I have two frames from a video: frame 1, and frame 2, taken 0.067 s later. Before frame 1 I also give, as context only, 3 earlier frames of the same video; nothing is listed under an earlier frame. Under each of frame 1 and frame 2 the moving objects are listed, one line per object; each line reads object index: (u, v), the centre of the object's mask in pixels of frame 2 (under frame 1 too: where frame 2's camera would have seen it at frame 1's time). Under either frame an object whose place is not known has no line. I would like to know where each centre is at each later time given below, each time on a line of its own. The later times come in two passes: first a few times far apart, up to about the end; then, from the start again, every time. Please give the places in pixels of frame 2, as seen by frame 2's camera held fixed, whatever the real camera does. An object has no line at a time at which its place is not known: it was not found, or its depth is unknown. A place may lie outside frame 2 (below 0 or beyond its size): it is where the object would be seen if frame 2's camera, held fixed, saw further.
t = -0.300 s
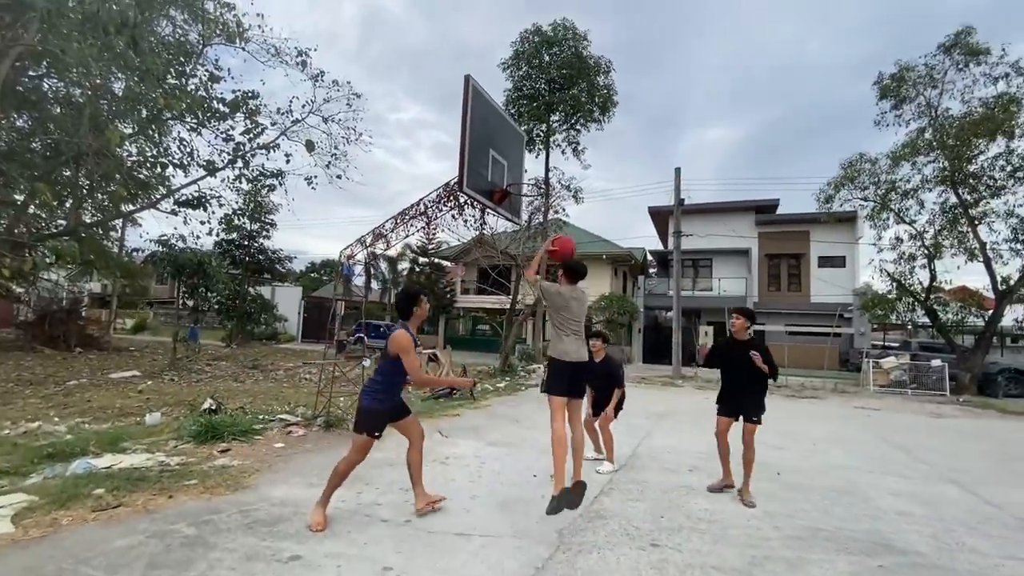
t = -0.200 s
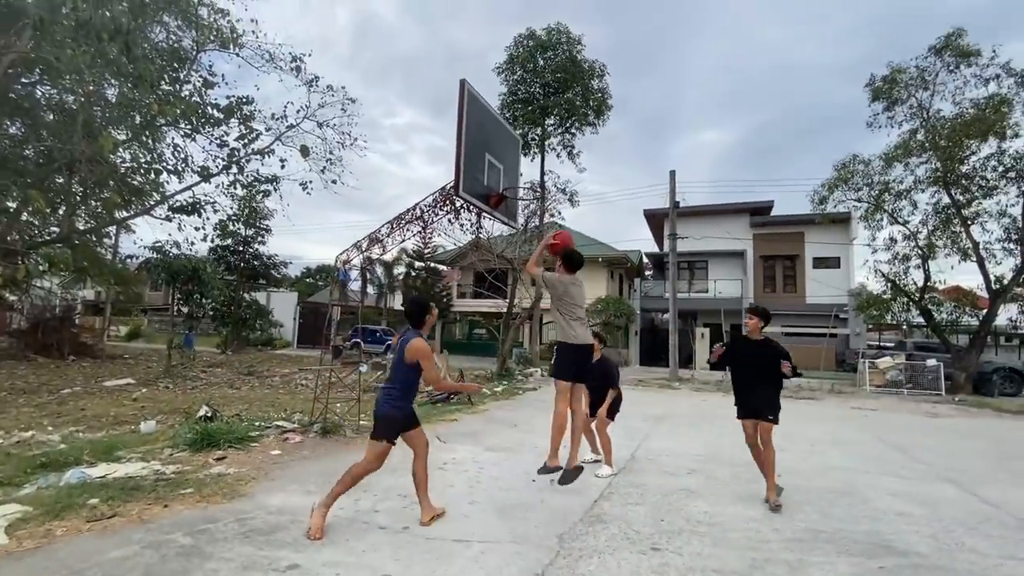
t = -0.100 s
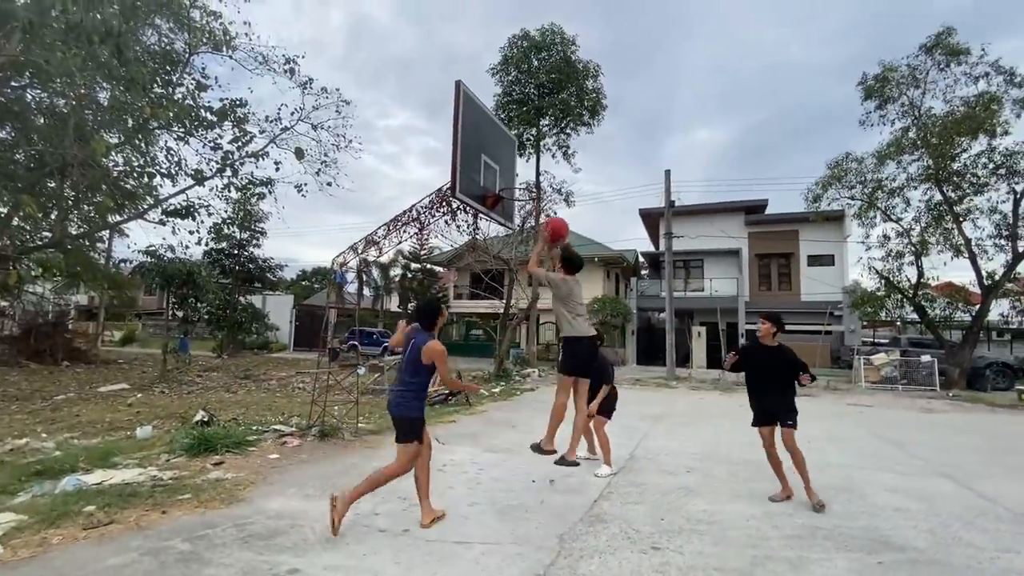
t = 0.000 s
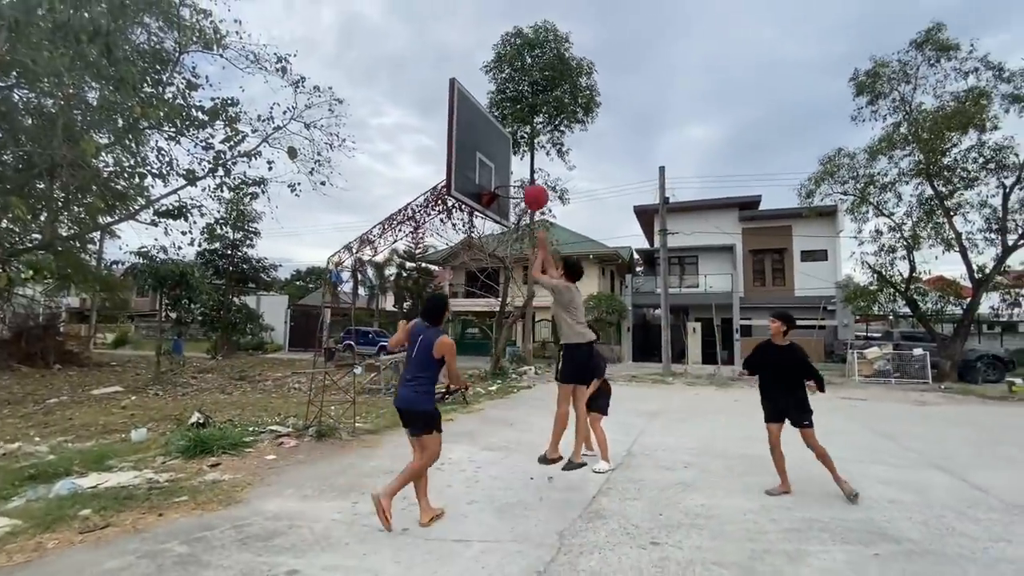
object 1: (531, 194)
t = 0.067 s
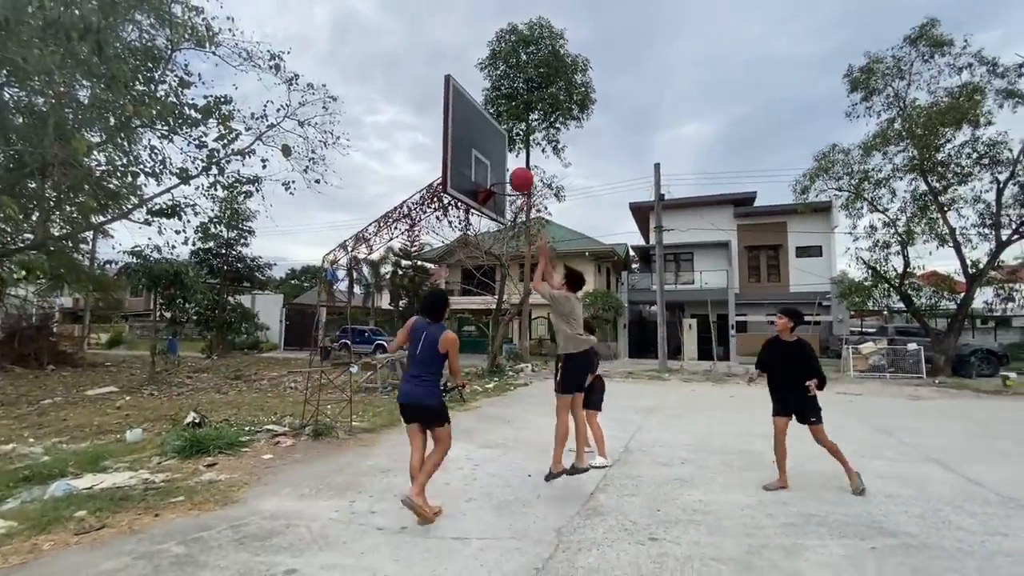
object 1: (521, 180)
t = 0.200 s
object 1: (502, 166)
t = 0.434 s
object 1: (494, 172)
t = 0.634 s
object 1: (520, 177)
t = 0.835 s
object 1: (520, 182)
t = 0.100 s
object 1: (516, 174)
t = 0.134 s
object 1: (511, 171)
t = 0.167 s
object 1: (506, 168)
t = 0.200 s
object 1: (502, 166)
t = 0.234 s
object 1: (497, 166)
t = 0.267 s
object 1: (493, 166)
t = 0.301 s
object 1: (489, 167)
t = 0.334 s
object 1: (484, 169)
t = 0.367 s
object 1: (484, 172)
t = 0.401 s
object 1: (490, 174)
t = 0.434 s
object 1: (494, 172)
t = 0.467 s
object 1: (499, 171)
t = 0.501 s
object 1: (503, 171)
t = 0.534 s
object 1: (507, 171)
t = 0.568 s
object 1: (511, 172)
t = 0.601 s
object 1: (515, 174)
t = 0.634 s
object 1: (520, 177)
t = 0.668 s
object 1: (521, 179)
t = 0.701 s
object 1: (521, 179)
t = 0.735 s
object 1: (522, 180)
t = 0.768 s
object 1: (522, 183)
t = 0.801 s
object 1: (522, 182)
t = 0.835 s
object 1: (520, 182)
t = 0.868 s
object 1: (520, 183)
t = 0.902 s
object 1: (519, 184)
